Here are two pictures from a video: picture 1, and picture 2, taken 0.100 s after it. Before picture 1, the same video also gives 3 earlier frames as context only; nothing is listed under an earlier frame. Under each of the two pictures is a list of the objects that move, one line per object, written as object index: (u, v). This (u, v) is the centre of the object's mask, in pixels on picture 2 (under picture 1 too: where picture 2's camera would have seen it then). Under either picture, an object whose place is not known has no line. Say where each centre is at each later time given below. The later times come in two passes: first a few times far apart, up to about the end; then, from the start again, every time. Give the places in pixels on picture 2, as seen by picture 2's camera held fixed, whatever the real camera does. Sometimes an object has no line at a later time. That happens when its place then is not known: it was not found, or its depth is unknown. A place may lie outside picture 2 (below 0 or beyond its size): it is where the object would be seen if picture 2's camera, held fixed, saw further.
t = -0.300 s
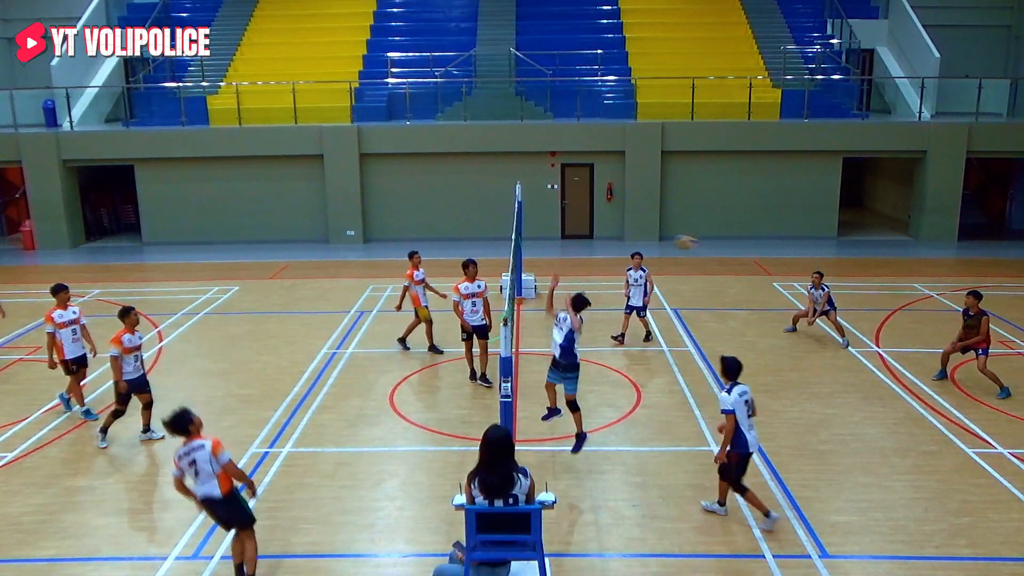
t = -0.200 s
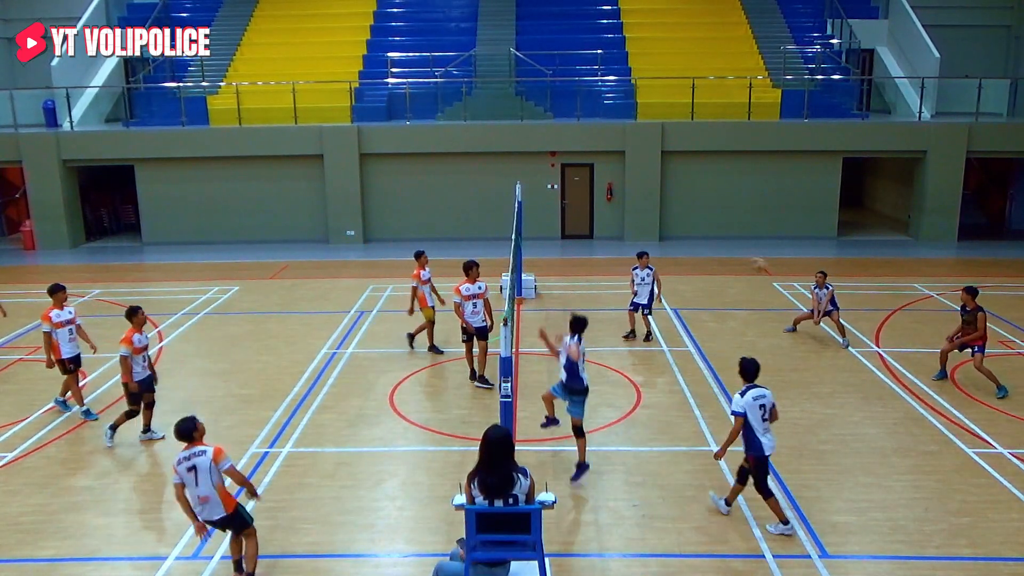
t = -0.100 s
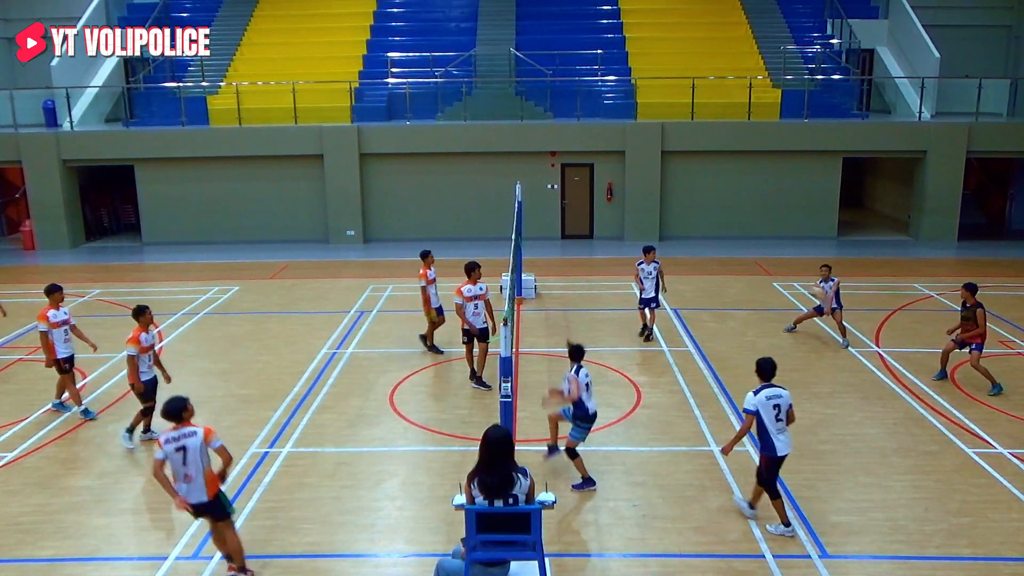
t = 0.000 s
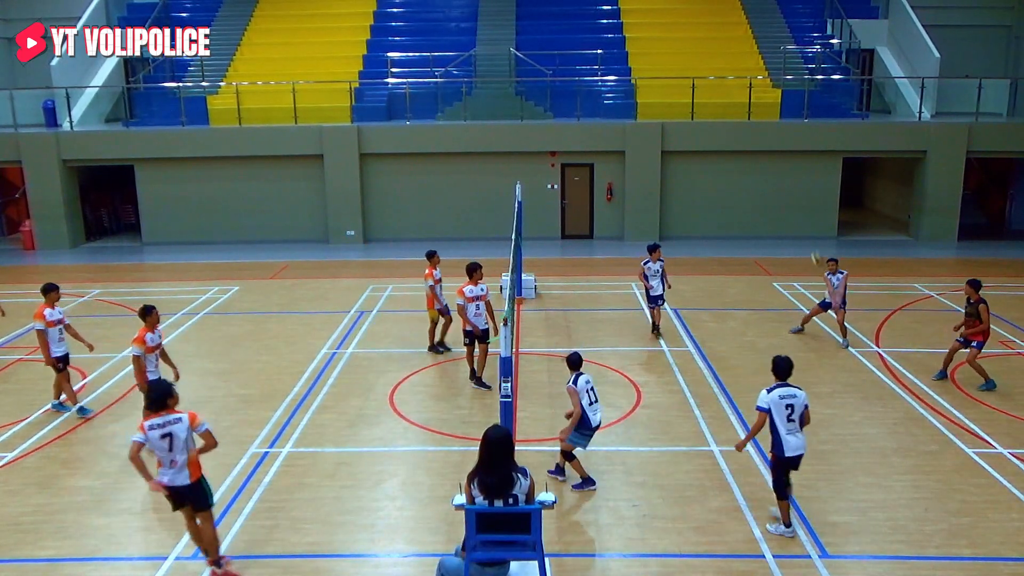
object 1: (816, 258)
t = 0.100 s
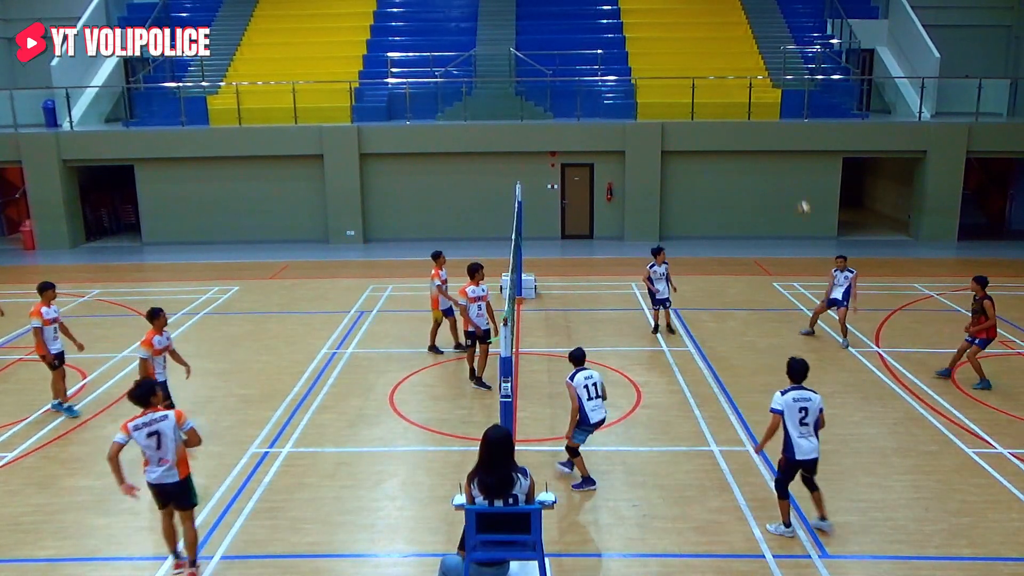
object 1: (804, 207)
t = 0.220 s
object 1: (785, 156)
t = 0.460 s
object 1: (745, 75)
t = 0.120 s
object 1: (800, 199)
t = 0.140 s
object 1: (796, 190)
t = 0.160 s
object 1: (793, 181)
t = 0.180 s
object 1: (790, 172)
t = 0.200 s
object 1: (787, 164)
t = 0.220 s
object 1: (785, 156)
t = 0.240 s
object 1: (782, 147)
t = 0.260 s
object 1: (778, 140)
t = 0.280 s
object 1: (775, 131)
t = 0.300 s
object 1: (772, 126)
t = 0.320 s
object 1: (768, 119)
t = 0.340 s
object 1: (764, 112)
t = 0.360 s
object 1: (760, 105)
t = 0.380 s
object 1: (757, 99)
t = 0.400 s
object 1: (754, 92)
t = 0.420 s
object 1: (751, 86)
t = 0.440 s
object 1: (748, 81)
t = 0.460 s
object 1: (745, 75)
